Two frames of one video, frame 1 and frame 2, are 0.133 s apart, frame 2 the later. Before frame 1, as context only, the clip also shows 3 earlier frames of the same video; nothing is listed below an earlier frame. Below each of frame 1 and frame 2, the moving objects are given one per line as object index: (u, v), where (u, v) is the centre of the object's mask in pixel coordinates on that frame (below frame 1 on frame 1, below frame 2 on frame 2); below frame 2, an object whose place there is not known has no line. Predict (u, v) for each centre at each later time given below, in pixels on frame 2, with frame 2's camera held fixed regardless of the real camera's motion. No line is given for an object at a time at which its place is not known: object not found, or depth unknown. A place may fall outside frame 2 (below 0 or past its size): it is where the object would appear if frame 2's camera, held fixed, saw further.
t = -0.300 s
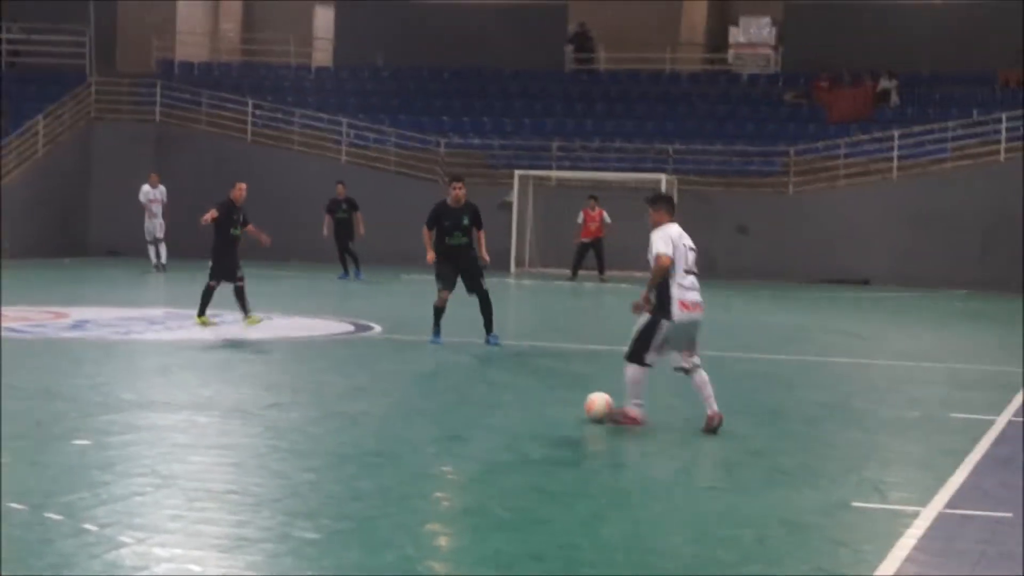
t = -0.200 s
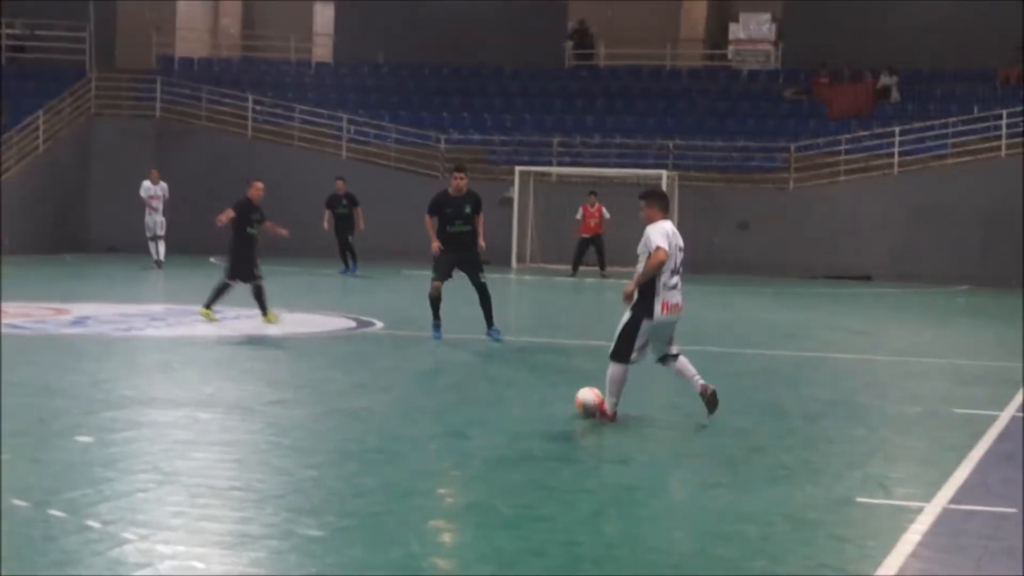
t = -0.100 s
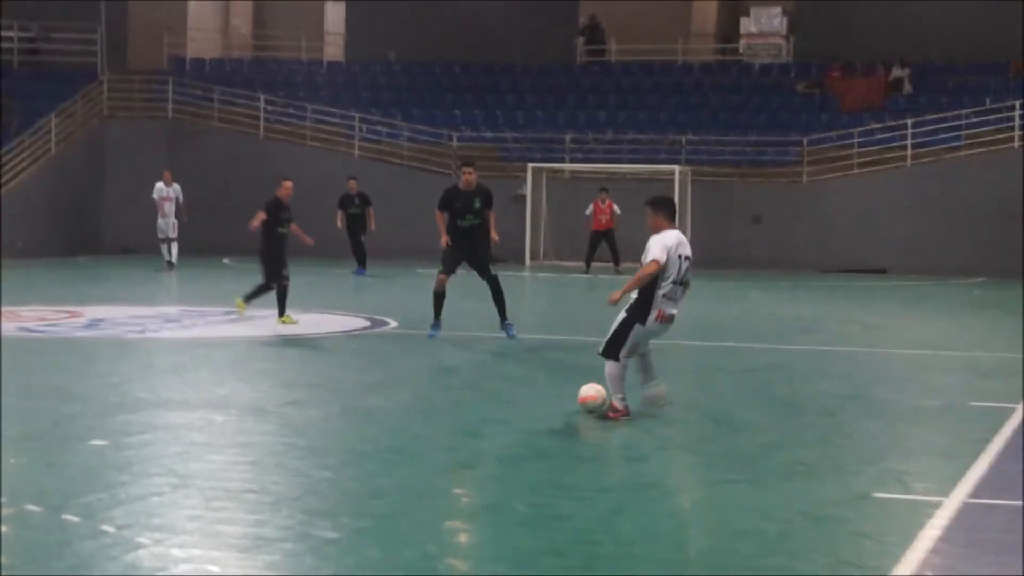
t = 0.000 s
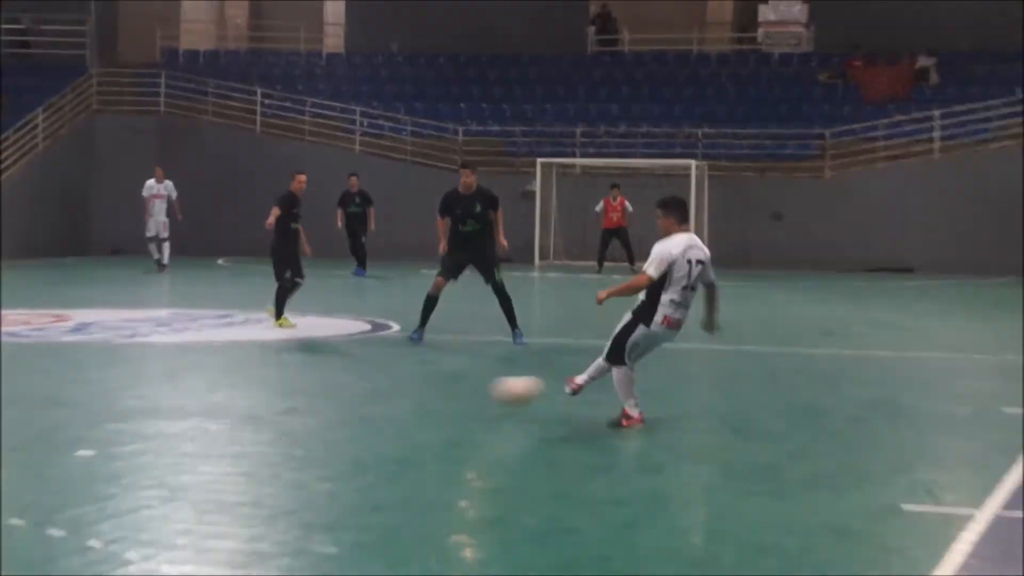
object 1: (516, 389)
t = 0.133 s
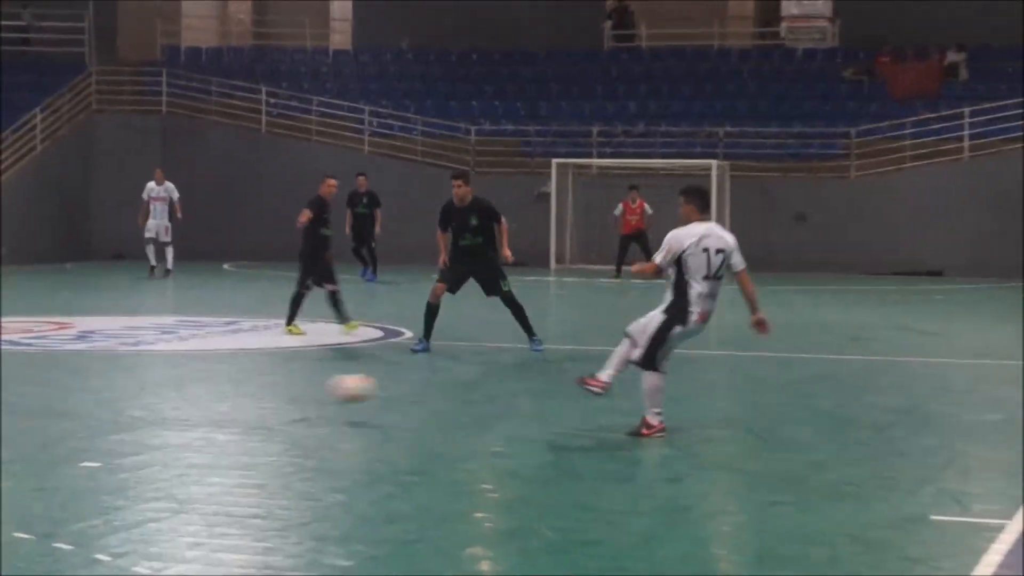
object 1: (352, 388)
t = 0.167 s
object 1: (309, 390)
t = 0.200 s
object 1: (267, 392)
